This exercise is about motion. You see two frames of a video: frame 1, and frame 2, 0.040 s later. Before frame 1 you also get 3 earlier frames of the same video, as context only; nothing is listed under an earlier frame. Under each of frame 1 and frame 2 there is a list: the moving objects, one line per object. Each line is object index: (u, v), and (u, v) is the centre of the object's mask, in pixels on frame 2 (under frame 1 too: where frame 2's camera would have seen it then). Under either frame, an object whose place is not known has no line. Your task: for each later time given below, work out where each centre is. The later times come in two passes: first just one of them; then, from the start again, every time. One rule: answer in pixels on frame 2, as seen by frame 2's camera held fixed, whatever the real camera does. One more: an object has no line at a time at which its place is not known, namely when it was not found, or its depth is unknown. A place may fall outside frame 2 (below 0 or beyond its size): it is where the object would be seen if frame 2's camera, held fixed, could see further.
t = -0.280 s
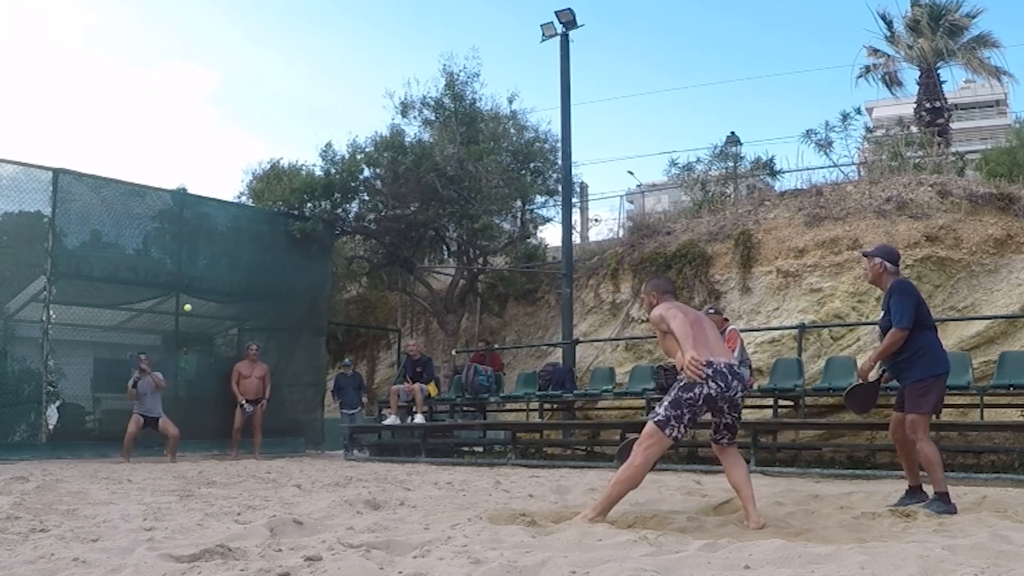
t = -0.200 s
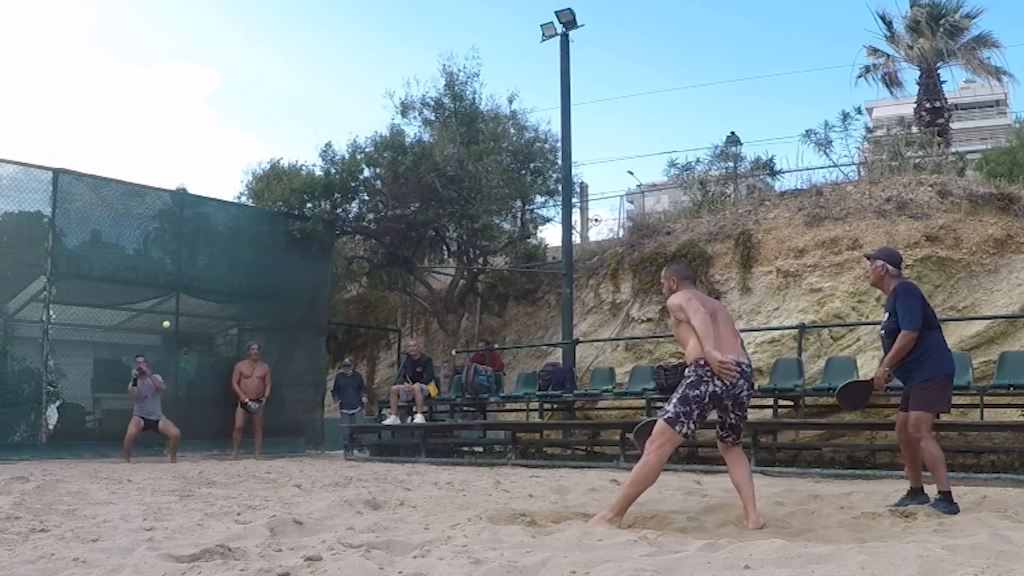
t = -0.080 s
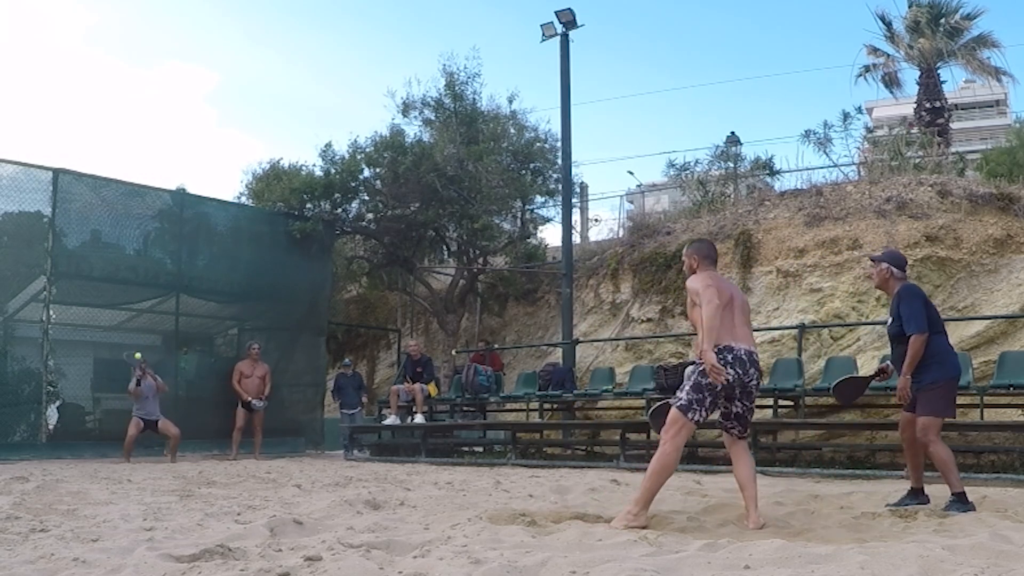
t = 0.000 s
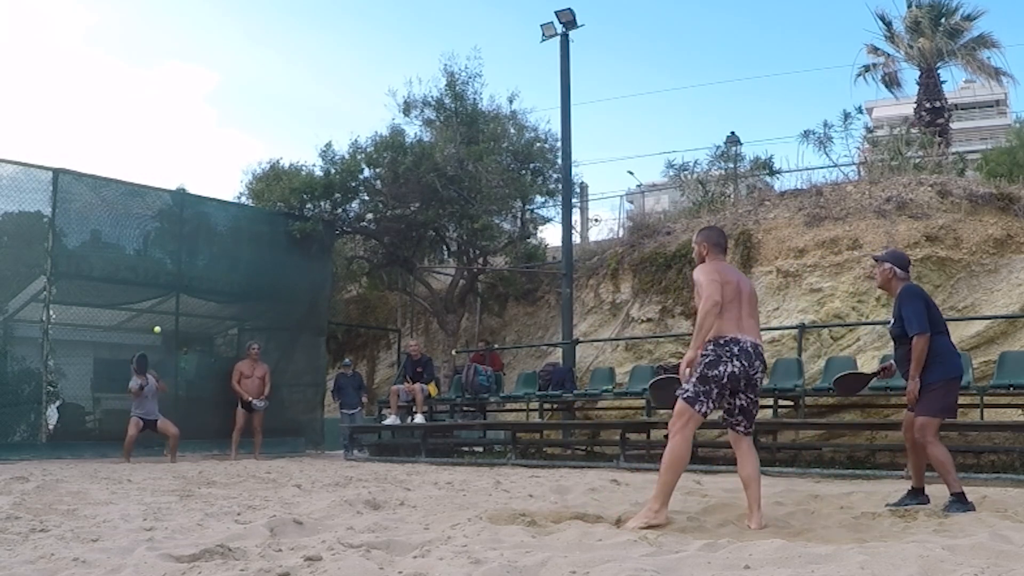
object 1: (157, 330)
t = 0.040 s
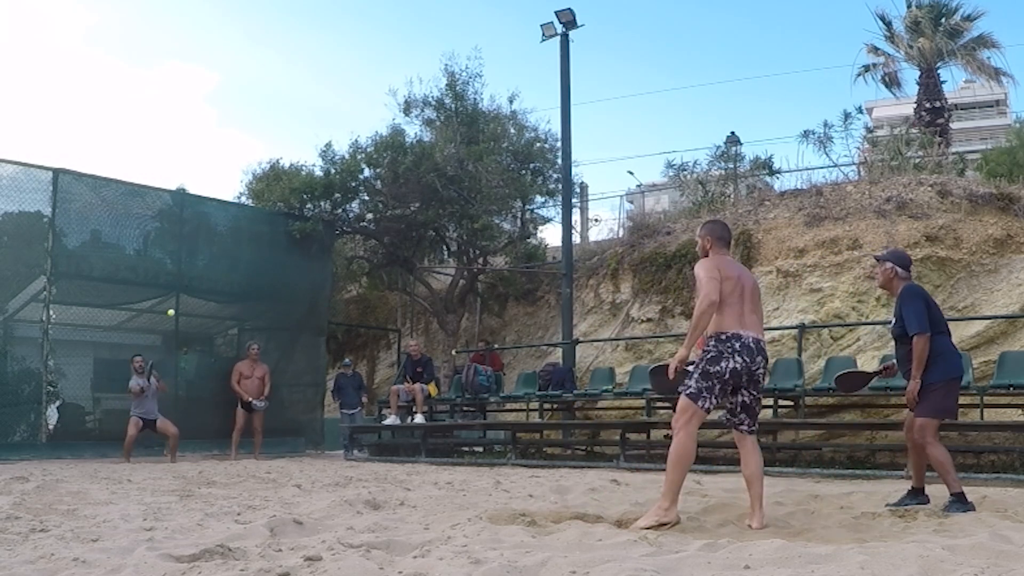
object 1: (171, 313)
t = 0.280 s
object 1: (271, 226)
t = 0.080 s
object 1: (185, 296)
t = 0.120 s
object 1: (201, 281)
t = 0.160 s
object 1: (217, 266)
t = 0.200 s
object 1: (234, 251)
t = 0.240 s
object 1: (252, 238)
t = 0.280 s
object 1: (271, 226)
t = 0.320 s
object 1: (290, 214)
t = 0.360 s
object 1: (311, 204)
